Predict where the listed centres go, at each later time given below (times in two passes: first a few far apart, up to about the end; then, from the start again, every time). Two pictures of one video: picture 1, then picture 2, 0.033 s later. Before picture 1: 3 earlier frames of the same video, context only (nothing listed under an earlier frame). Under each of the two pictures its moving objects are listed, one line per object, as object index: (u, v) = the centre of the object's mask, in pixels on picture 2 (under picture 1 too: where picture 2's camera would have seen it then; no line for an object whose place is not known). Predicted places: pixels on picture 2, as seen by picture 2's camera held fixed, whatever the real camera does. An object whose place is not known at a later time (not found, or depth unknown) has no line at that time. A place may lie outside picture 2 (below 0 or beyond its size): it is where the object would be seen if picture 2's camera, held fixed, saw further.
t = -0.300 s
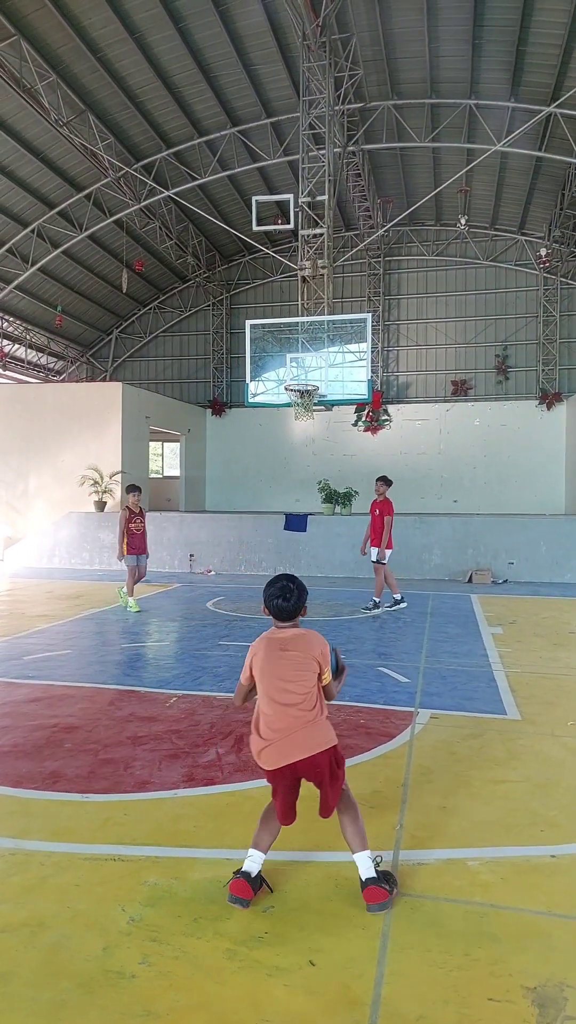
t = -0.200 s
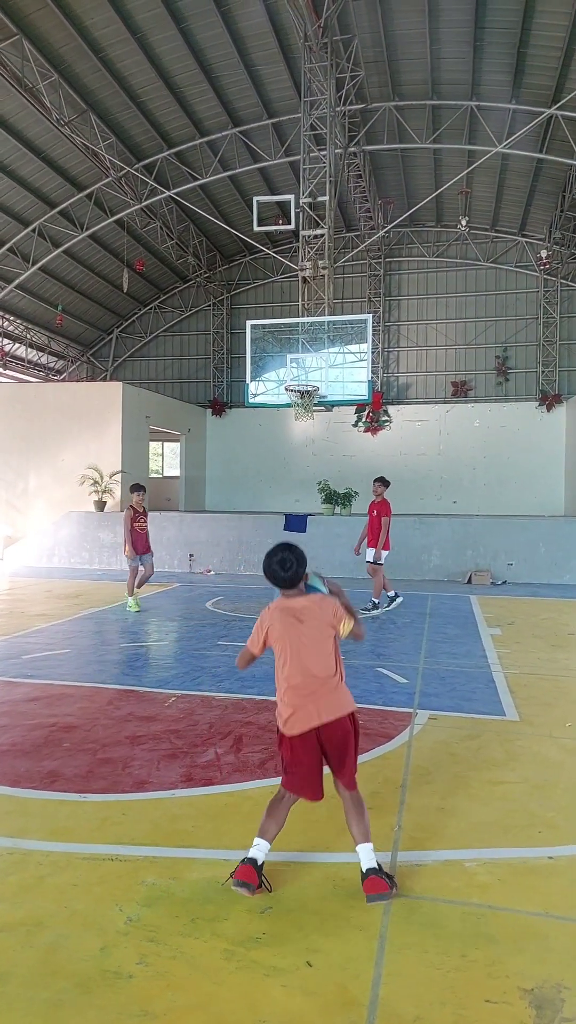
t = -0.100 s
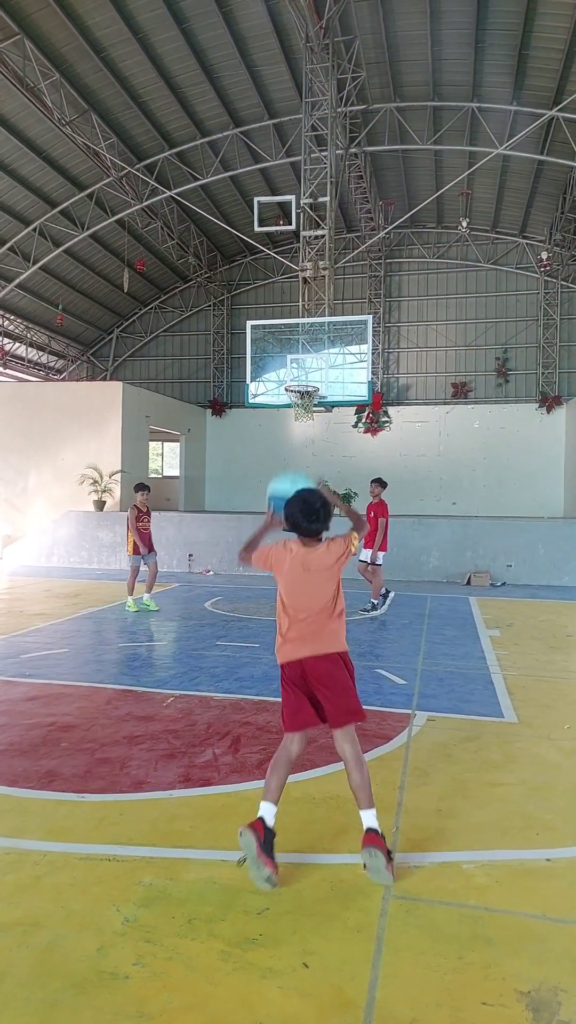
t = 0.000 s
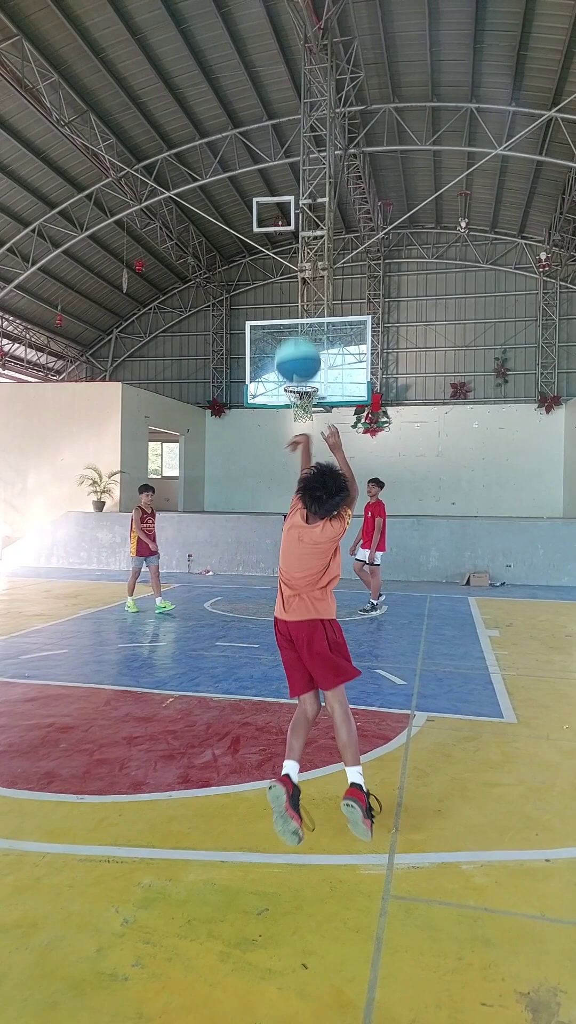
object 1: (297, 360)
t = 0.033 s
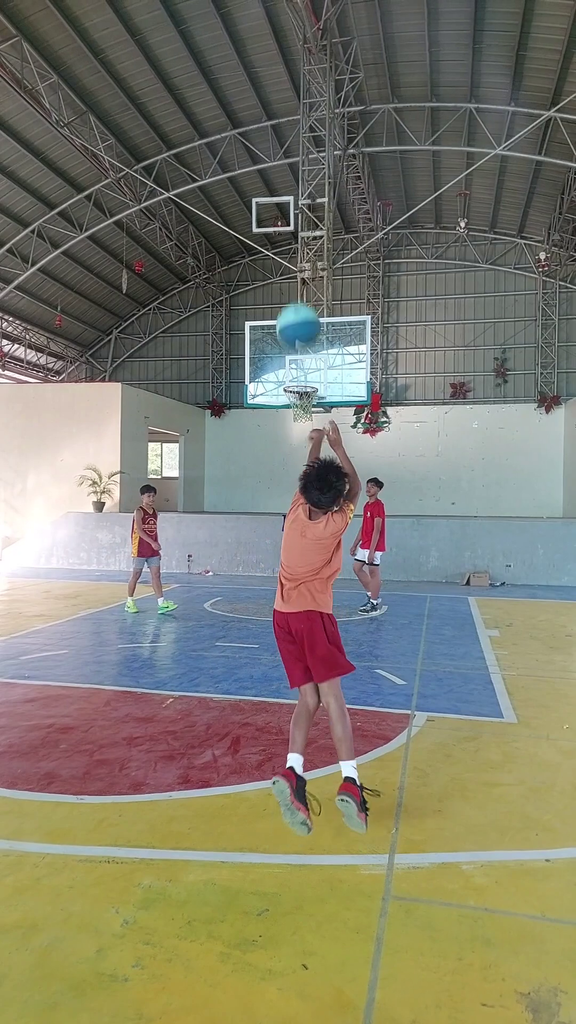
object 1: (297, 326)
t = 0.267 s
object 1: (302, 195)
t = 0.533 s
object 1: (306, 180)
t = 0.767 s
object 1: (309, 225)
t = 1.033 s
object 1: (309, 313)
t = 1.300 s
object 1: (324, 384)
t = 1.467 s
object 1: (356, 403)
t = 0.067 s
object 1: (299, 296)
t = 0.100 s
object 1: (300, 272)
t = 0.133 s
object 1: (300, 250)
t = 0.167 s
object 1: (301, 232)
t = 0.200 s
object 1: (301, 217)
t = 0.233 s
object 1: (302, 205)
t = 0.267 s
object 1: (302, 195)
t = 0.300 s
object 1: (303, 187)
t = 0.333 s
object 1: (303, 181)
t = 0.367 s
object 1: (303, 177)
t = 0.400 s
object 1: (304, 175)
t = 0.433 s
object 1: (305, 174)
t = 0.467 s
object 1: (305, 175)
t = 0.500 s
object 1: (306, 177)
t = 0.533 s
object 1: (306, 180)
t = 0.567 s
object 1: (307, 183)
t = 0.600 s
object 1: (307, 189)
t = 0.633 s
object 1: (308, 195)
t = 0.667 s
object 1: (308, 201)
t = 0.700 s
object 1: (308, 208)
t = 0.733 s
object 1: (308, 217)
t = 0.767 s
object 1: (309, 225)
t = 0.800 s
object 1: (309, 234)
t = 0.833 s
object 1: (309, 244)
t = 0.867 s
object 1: (309, 255)
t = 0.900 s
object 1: (310, 265)
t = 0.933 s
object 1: (309, 276)
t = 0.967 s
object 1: (310, 288)
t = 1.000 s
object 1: (310, 301)
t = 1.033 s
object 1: (309, 313)
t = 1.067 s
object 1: (310, 326)
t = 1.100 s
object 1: (309, 339)
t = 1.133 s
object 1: (309, 353)
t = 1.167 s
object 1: (309, 367)
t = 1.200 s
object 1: (308, 381)
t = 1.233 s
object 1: (312, 383)
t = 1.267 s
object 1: (318, 383)
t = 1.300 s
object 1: (324, 384)
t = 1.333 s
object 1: (330, 386)
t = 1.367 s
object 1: (336, 389)
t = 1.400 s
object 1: (342, 393)
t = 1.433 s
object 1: (349, 397)
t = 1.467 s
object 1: (356, 403)
